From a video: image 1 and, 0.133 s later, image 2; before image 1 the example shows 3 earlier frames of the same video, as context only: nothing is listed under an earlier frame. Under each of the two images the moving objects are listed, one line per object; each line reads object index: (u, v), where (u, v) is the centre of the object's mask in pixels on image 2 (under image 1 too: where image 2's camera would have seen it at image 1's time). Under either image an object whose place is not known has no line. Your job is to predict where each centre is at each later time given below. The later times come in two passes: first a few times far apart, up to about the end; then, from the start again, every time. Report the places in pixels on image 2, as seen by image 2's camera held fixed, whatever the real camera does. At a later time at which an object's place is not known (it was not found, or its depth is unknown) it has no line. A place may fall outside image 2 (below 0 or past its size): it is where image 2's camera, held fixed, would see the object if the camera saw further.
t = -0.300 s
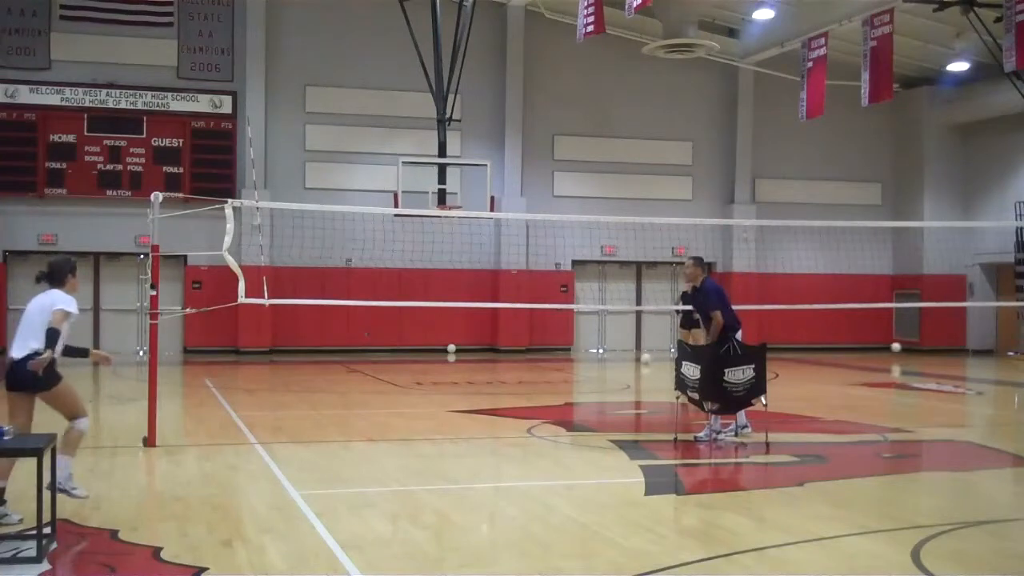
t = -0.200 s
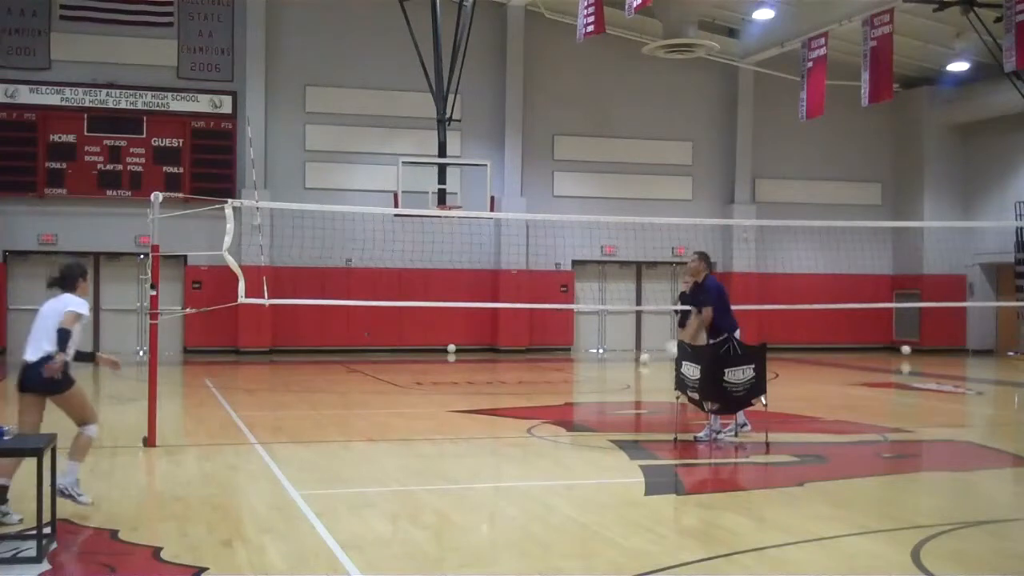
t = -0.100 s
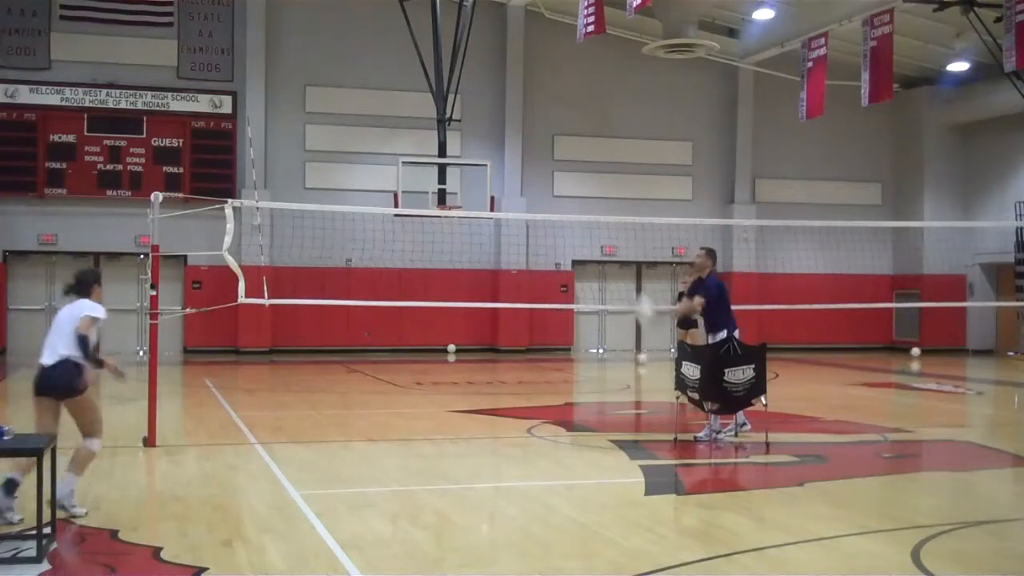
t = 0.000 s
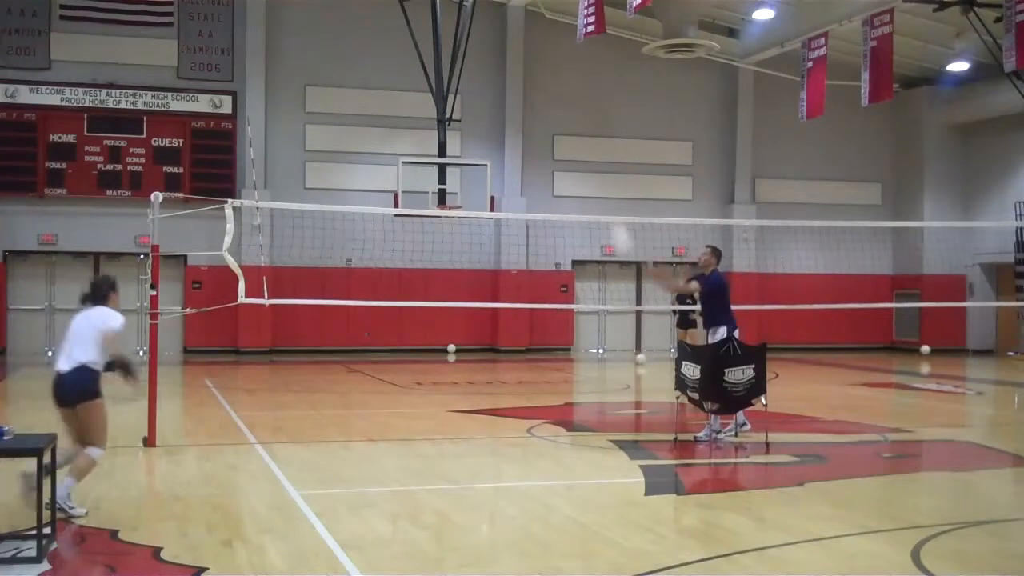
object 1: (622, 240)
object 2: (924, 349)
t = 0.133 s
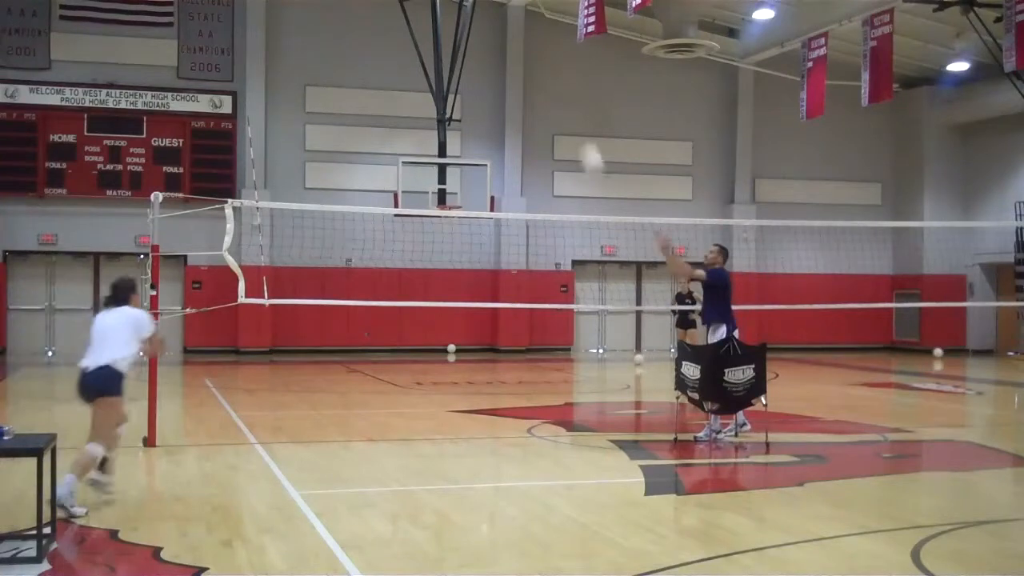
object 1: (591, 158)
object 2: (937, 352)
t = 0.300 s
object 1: (556, 82)
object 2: (953, 351)
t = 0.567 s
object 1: (497, 15)
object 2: (978, 353)
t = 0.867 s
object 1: (430, 27)
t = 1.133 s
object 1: (370, 116)
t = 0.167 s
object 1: (584, 140)
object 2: (941, 353)
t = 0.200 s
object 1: (577, 124)
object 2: (944, 352)
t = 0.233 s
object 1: (570, 110)
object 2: (947, 352)
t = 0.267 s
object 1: (563, 95)
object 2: (950, 351)
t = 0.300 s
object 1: (556, 82)
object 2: (953, 351)
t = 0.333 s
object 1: (548, 69)
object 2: (956, 352)
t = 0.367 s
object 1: (541, 58)
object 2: (959, 353)
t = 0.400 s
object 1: (534, 48)
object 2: (962, 354)
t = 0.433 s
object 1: (527, 40)
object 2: (966, 353)
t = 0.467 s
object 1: (519, 32)
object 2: (968, 352)
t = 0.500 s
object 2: (972, 352)
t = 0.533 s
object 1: (504, 19)
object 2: (974, 352)
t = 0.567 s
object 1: (497, 15)
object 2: (978, 353)
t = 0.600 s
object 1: (489, 12)
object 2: (981, 354)
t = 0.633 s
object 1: (483, 11)
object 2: (984, 353)
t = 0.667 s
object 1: (475, 10)
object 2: (987, 353)
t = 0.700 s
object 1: (467, 10)
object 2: (990, 353)
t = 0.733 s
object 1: (460, 11)
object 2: (993, 354)
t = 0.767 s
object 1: (452, 13)
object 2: (996, 354)
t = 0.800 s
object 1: (445, 16)
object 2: (999, 354)
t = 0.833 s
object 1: (437, 22)
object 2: (1001, 354)
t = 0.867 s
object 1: (430, 27)
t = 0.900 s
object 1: (422, 35)
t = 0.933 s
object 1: (414, 43)
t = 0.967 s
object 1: (406, 53)
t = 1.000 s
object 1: (398, 64)
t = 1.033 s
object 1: (391, 75)
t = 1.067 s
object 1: (384, 88)
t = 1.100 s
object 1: (376, 104)
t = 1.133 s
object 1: (370, 116)
